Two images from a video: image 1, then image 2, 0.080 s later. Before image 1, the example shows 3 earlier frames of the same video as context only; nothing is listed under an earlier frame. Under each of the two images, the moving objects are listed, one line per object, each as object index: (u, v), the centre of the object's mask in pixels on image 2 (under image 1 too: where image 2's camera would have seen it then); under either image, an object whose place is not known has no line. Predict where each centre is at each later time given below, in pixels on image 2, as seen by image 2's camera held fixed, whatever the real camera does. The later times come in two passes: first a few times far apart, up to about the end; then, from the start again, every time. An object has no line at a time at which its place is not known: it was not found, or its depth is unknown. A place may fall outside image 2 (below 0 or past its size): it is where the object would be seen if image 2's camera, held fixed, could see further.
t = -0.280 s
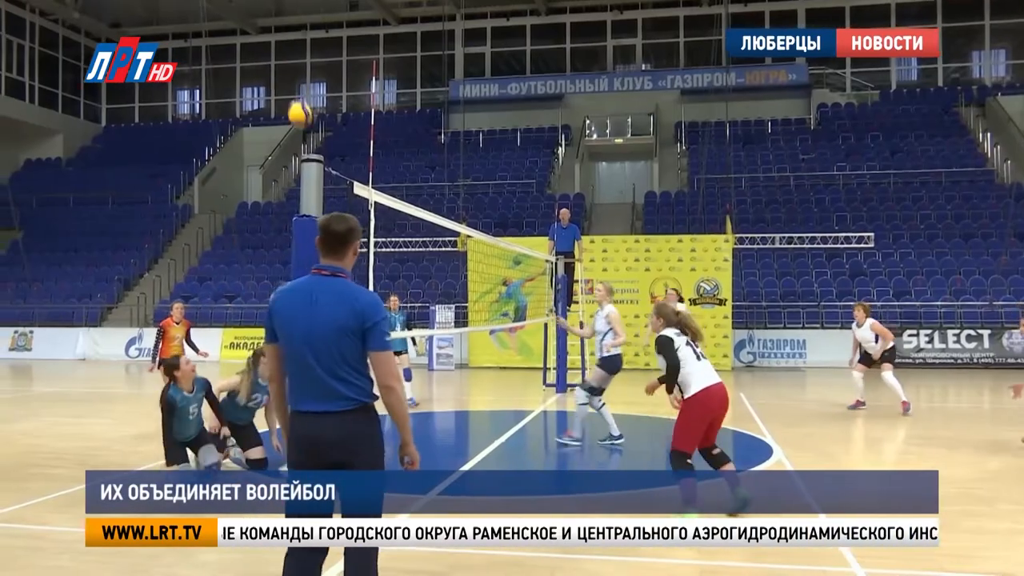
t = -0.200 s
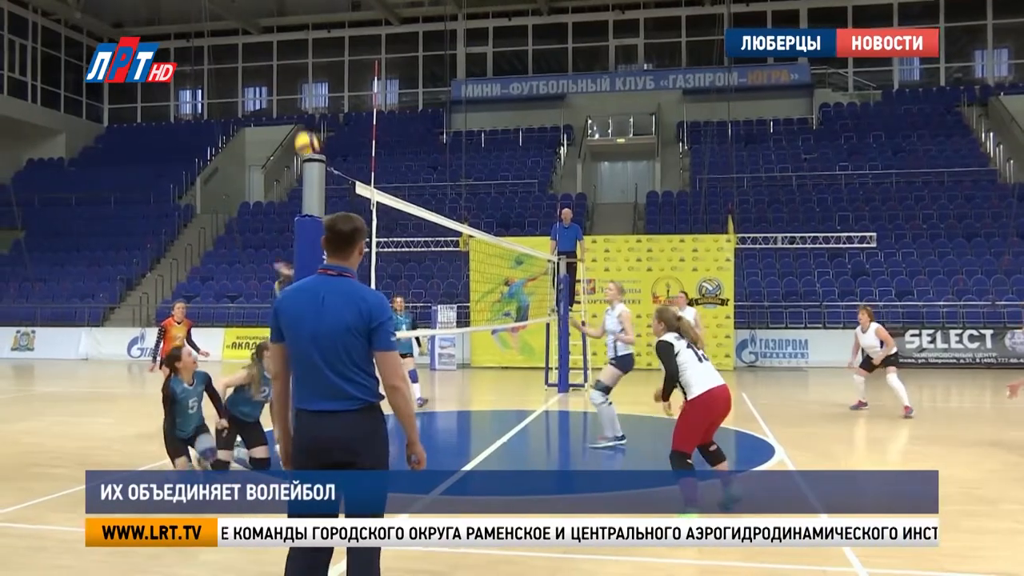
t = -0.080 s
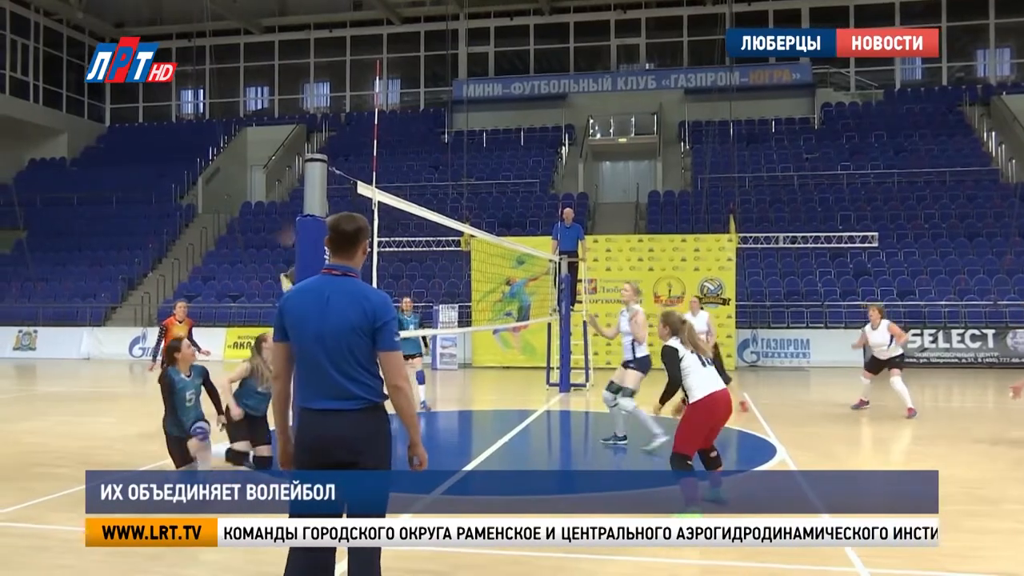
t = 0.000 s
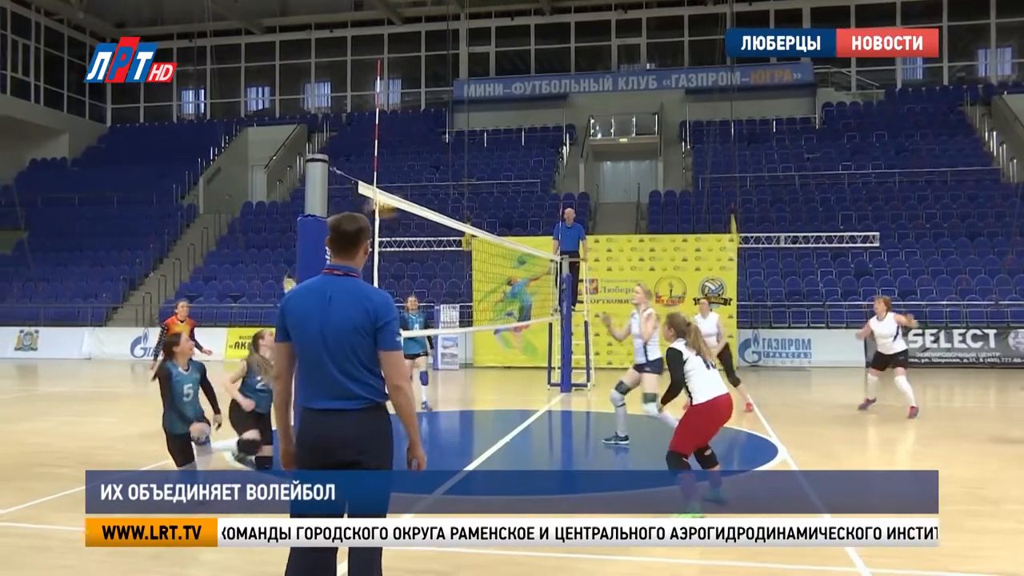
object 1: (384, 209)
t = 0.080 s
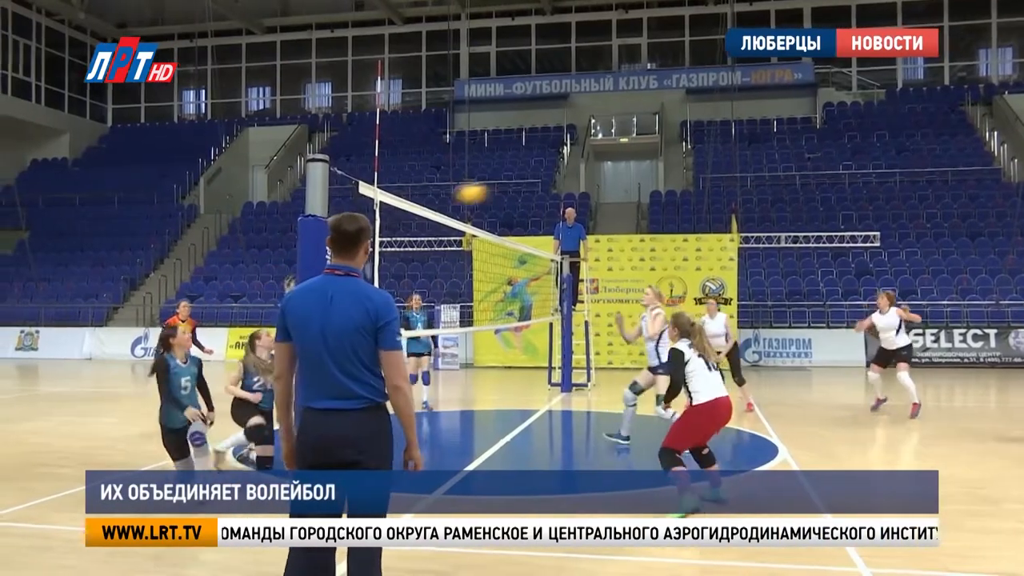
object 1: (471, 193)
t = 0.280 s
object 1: (657, 198)
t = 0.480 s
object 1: (805, 239)
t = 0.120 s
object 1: (512, 192)
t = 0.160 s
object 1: (550, 190)
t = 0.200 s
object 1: (589, 190)
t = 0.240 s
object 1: (624, 192)
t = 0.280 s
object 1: (657, 198)
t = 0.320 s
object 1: (689, 204)
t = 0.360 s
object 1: (720, 211)
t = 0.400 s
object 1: (749, 220)
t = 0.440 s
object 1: (778, 228)
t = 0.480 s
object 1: (805, 239)
